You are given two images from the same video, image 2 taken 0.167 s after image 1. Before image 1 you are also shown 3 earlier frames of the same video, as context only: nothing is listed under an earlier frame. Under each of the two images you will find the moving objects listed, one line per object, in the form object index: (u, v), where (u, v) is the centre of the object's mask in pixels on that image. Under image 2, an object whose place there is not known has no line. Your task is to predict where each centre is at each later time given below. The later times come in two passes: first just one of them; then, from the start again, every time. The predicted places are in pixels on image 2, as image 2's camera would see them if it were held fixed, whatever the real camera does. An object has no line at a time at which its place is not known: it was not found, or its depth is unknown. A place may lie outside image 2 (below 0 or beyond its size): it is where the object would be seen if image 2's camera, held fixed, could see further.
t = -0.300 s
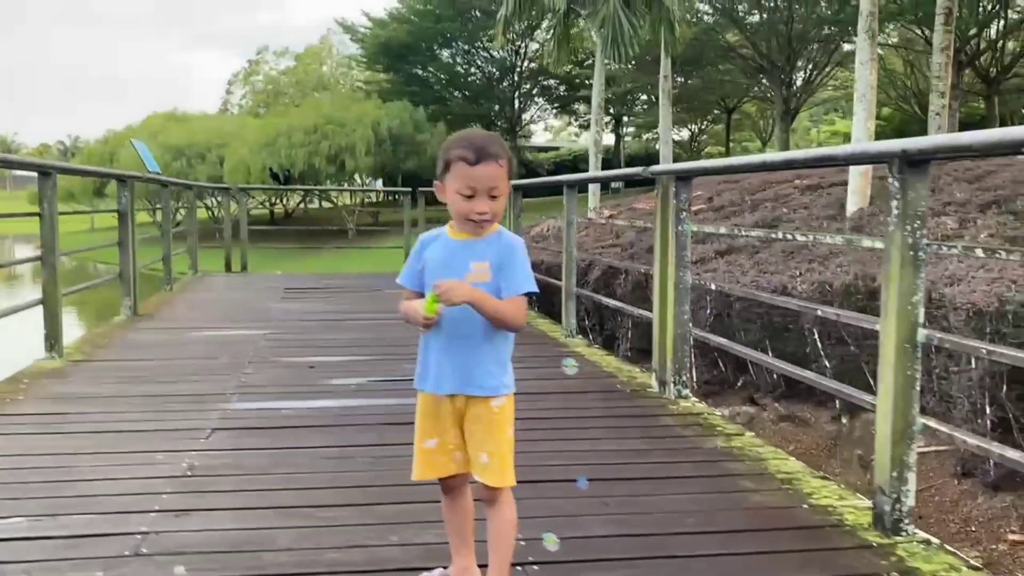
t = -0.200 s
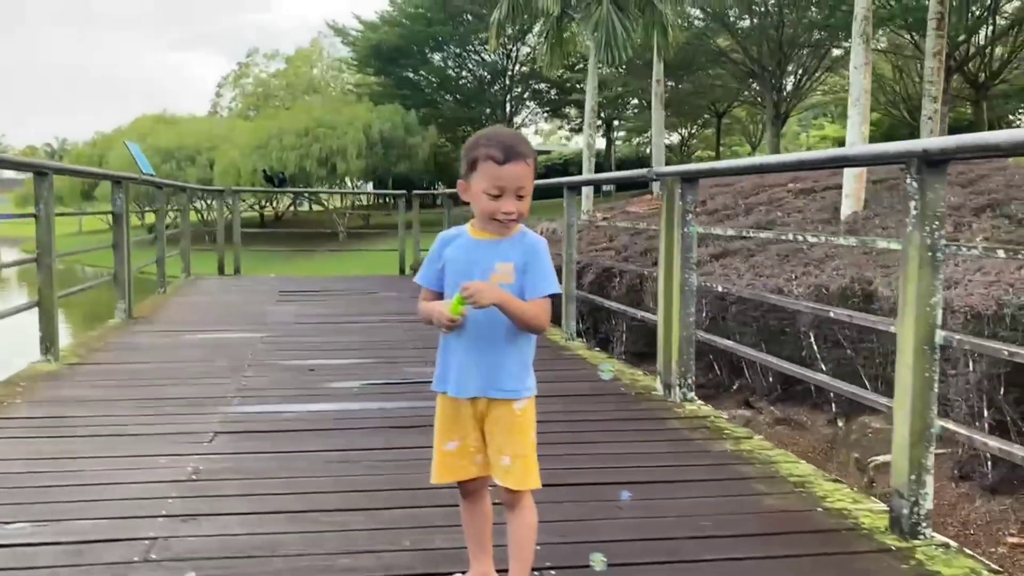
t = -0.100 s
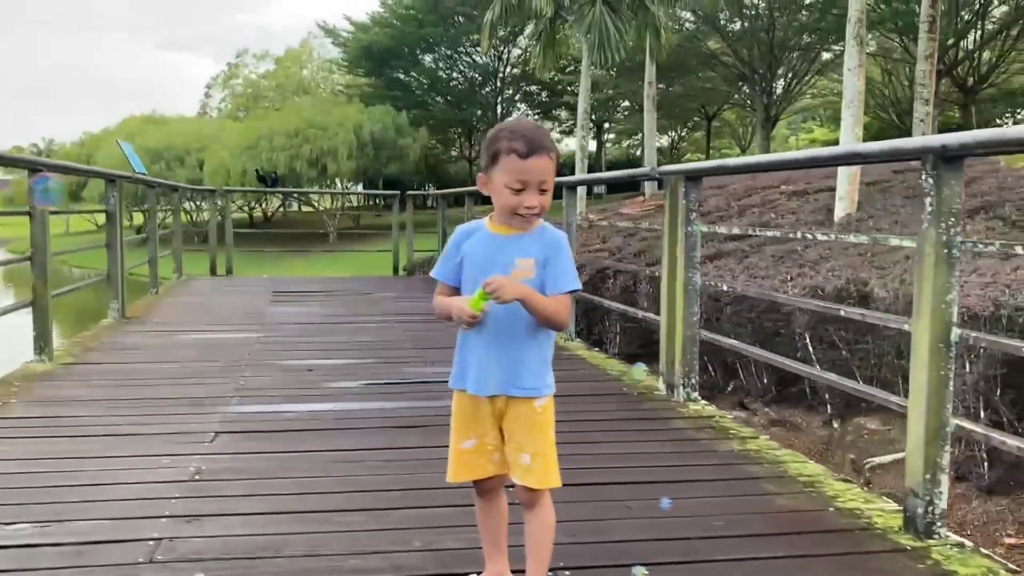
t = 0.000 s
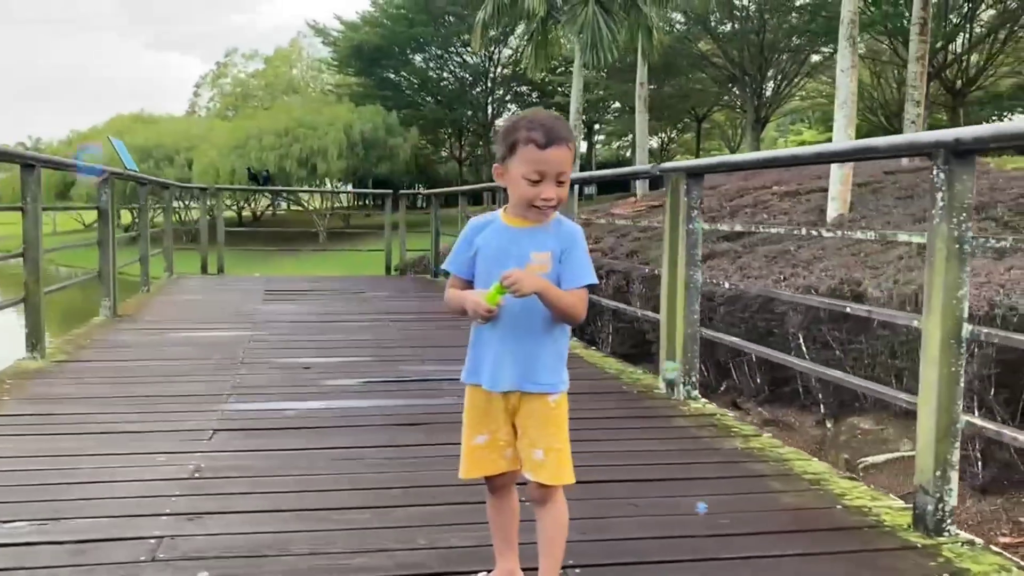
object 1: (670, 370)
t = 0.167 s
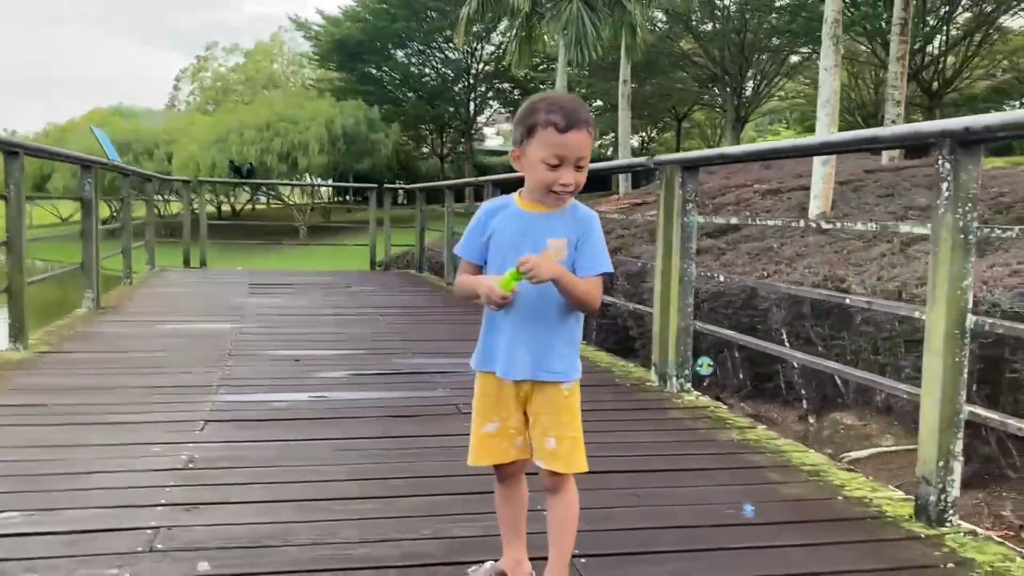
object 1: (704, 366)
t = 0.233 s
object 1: (721, 368)
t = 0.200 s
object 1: (713, 367)
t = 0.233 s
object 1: (721, 368)
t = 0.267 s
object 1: (729, 368)
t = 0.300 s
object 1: (737, 370)
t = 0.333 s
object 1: (745, 371)
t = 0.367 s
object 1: (752, 373)
